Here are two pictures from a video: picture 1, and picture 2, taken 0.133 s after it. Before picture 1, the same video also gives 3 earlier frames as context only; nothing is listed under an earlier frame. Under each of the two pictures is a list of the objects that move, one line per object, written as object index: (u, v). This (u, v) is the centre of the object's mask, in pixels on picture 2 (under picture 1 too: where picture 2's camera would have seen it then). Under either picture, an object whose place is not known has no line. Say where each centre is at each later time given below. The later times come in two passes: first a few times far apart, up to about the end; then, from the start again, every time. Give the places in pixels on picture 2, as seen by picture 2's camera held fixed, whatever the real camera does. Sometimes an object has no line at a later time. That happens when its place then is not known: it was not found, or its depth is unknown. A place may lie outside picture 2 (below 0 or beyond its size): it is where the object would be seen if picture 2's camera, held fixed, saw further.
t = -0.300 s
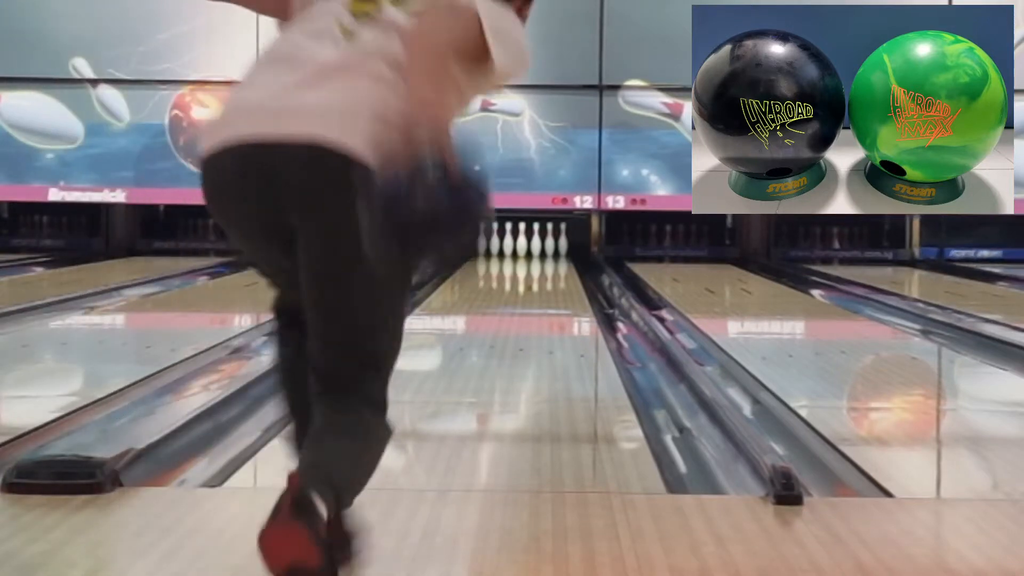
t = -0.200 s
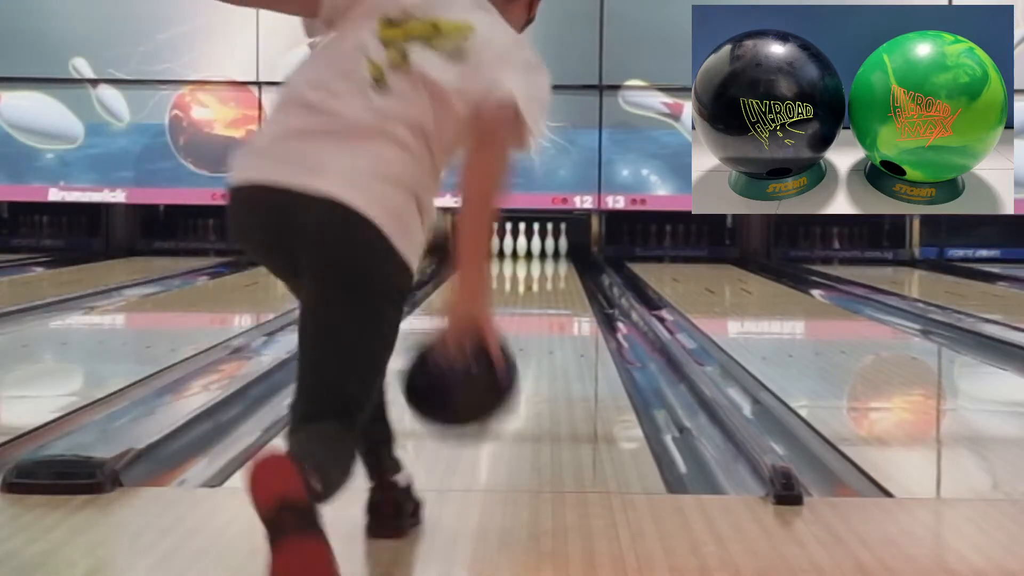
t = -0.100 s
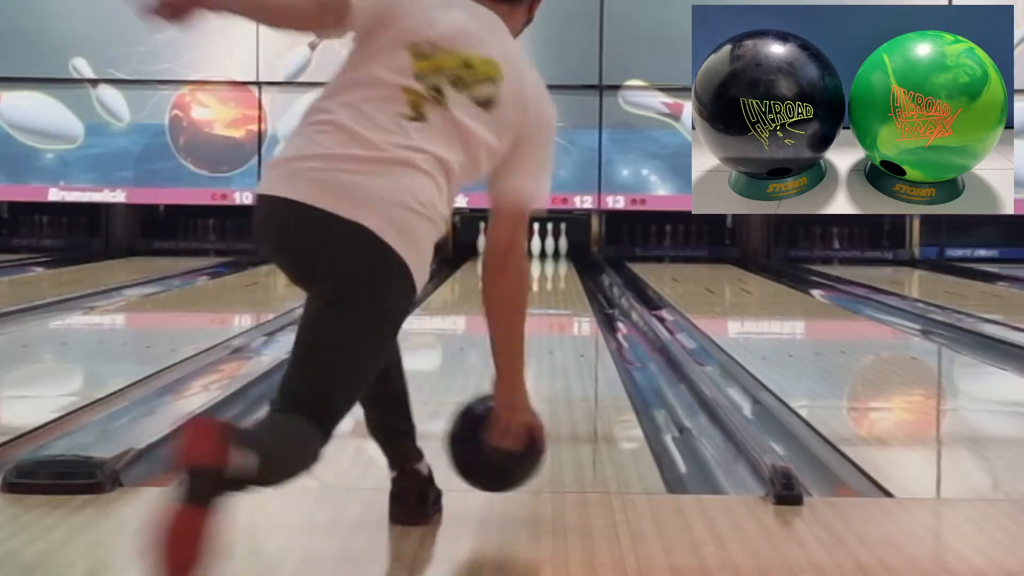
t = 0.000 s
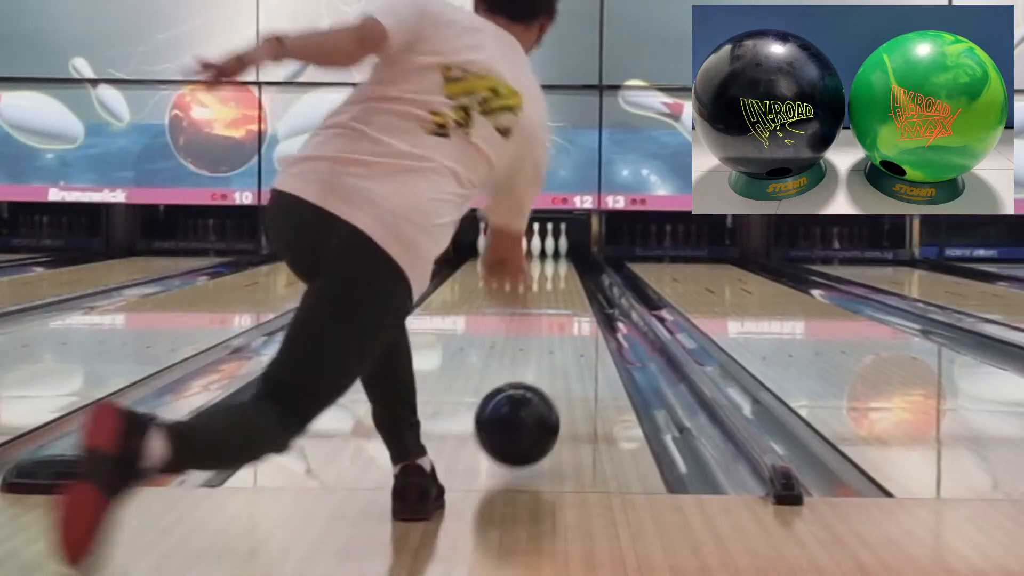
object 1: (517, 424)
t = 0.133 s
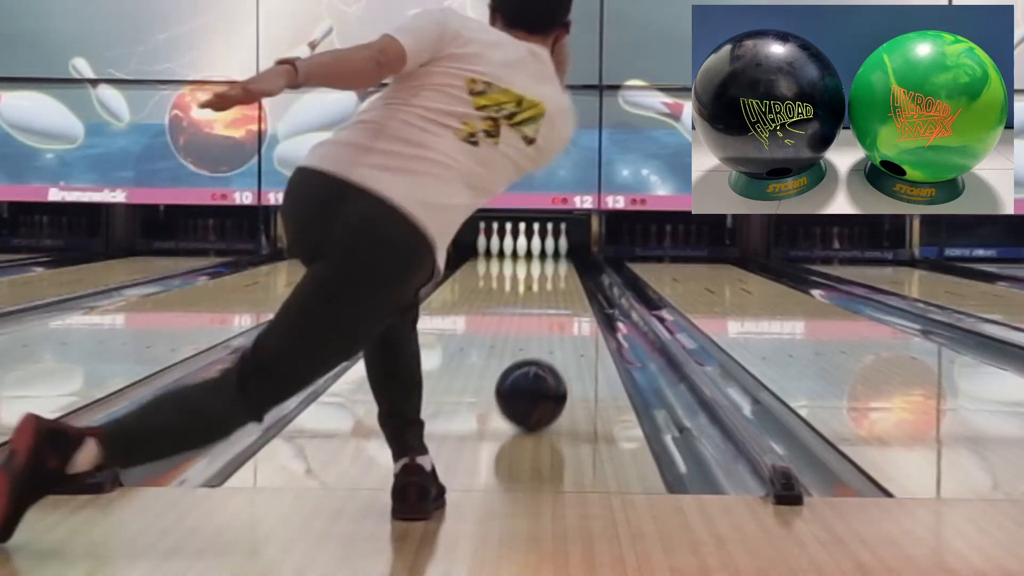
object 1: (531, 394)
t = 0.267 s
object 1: (541, 367)
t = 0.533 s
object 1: (554, 331)
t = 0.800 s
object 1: (561, 307)
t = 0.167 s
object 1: (534, 387)
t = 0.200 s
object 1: (537, 379)
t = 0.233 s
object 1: (539, 374)
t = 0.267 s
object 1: (541, 367)
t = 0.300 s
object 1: (543, 362)
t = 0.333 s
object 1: (545, 356)
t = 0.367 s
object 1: (547, 351)
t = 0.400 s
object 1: (549, 347)
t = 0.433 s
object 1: (550, 343)
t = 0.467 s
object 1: (552, 338)
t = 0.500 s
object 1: (553, 335)
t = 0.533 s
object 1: (554, 331)
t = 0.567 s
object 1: (555, 328)
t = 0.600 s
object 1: (556, 324)
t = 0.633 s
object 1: (557, 321)
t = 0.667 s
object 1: (558, 318)
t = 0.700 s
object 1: (559, 315)
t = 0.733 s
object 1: (560, 312)
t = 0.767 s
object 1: (561, 310)
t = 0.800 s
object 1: (561, 307)
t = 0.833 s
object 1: (562, 305)
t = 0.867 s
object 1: (562, 303)
